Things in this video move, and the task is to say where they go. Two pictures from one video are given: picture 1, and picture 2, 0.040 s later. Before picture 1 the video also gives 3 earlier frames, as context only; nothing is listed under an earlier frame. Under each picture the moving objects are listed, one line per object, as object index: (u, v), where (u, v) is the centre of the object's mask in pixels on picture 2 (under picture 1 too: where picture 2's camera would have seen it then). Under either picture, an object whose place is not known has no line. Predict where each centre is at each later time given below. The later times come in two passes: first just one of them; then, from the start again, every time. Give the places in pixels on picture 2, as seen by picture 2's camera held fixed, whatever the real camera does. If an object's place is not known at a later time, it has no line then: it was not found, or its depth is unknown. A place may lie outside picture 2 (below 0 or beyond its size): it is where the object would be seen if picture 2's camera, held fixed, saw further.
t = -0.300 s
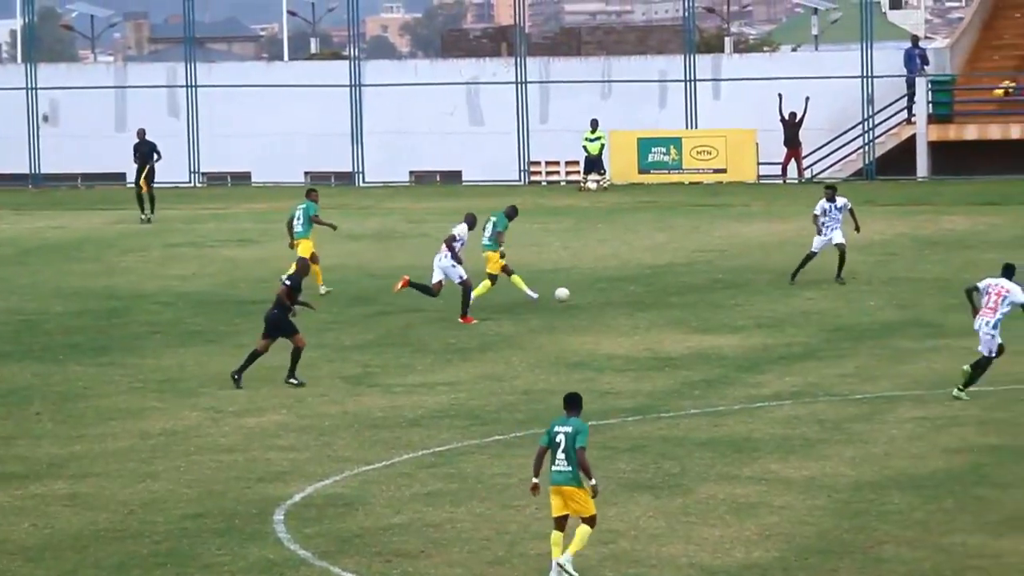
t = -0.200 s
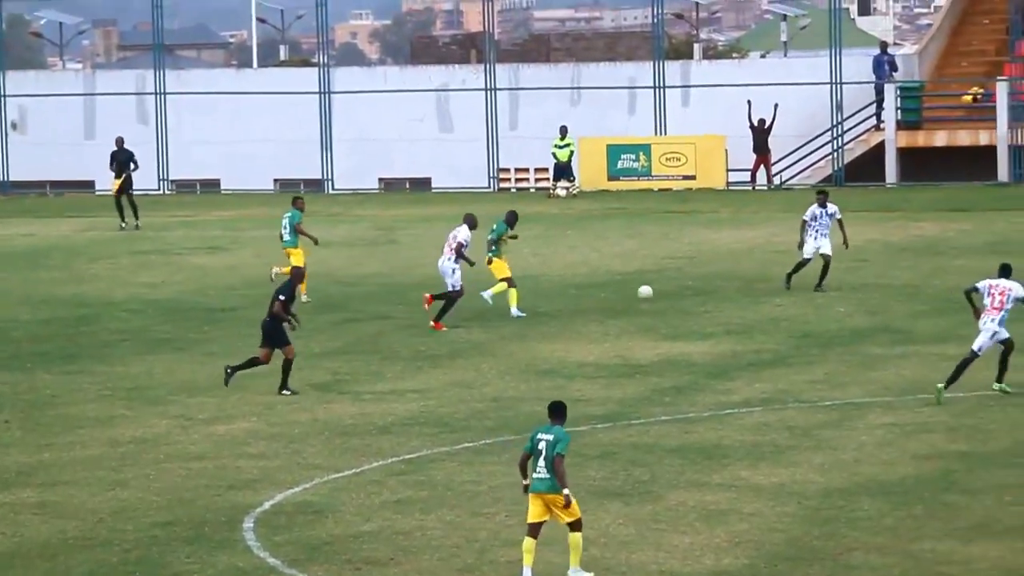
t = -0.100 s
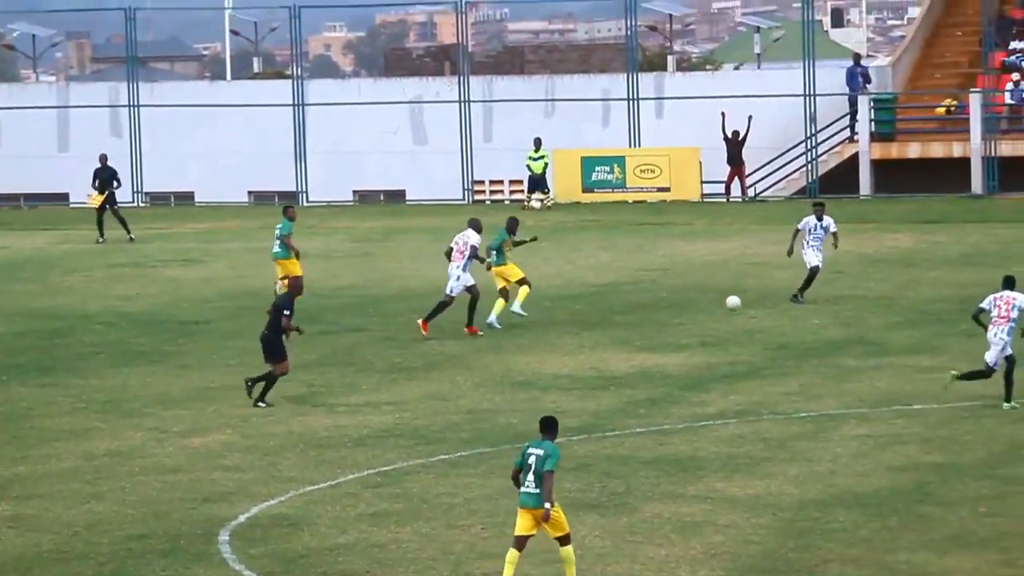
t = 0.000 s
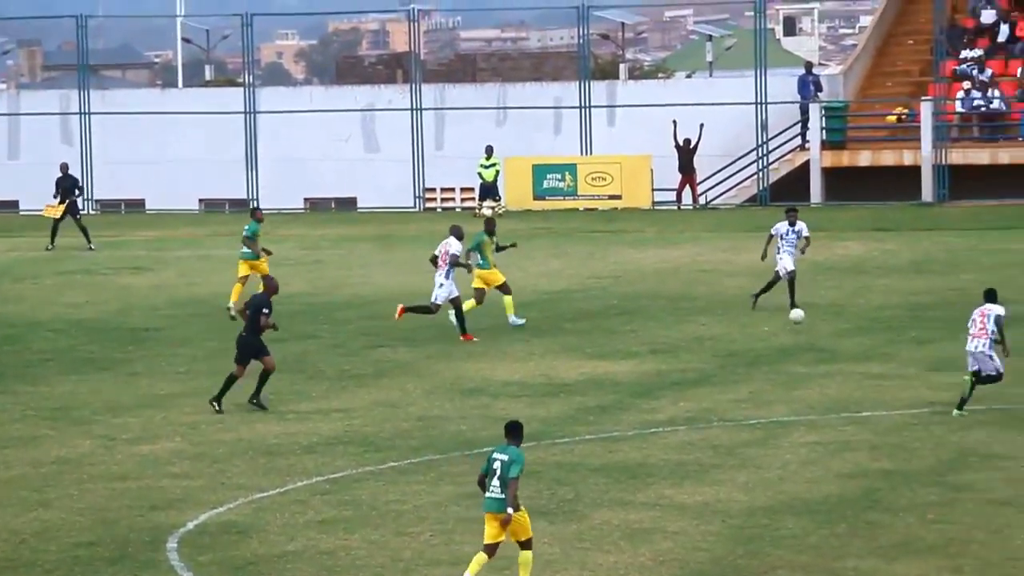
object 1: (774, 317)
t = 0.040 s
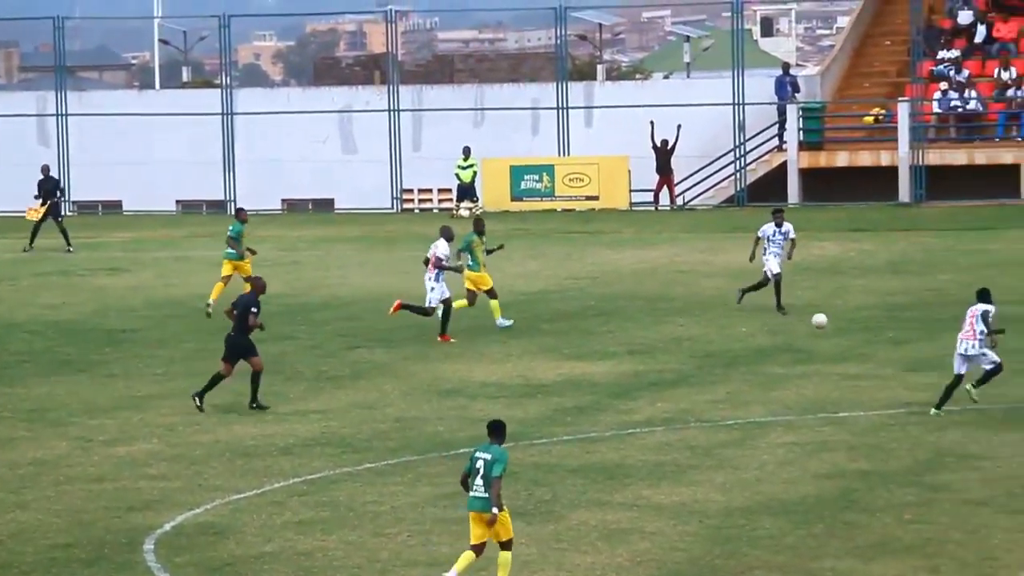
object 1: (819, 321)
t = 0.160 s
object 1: (956, 339)
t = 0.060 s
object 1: (842, 323)
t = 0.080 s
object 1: (865, 325)
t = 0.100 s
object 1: (887, 329)
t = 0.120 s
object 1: (910, 332)
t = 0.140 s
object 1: (933, 335)
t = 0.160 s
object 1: (956, 339)
